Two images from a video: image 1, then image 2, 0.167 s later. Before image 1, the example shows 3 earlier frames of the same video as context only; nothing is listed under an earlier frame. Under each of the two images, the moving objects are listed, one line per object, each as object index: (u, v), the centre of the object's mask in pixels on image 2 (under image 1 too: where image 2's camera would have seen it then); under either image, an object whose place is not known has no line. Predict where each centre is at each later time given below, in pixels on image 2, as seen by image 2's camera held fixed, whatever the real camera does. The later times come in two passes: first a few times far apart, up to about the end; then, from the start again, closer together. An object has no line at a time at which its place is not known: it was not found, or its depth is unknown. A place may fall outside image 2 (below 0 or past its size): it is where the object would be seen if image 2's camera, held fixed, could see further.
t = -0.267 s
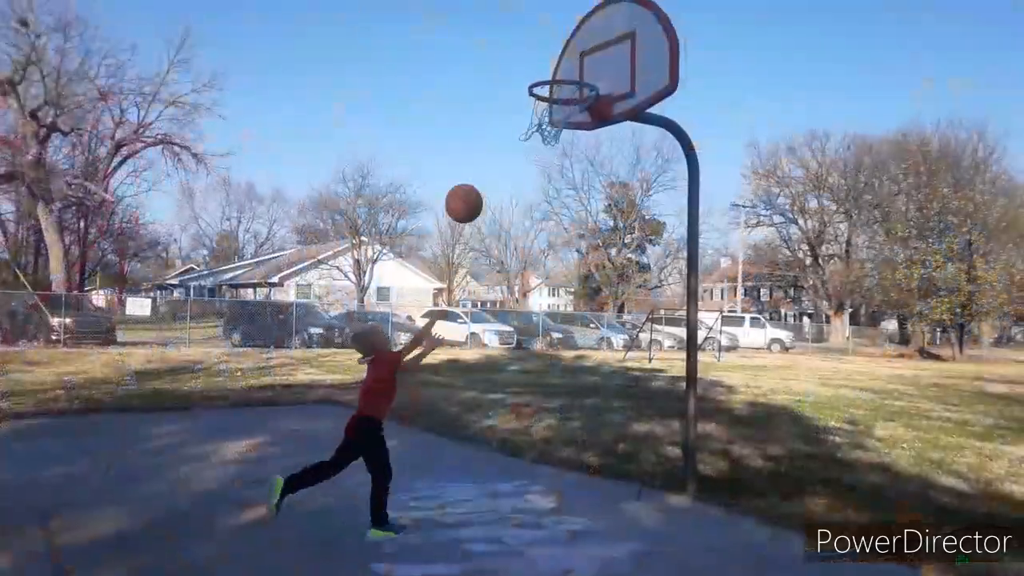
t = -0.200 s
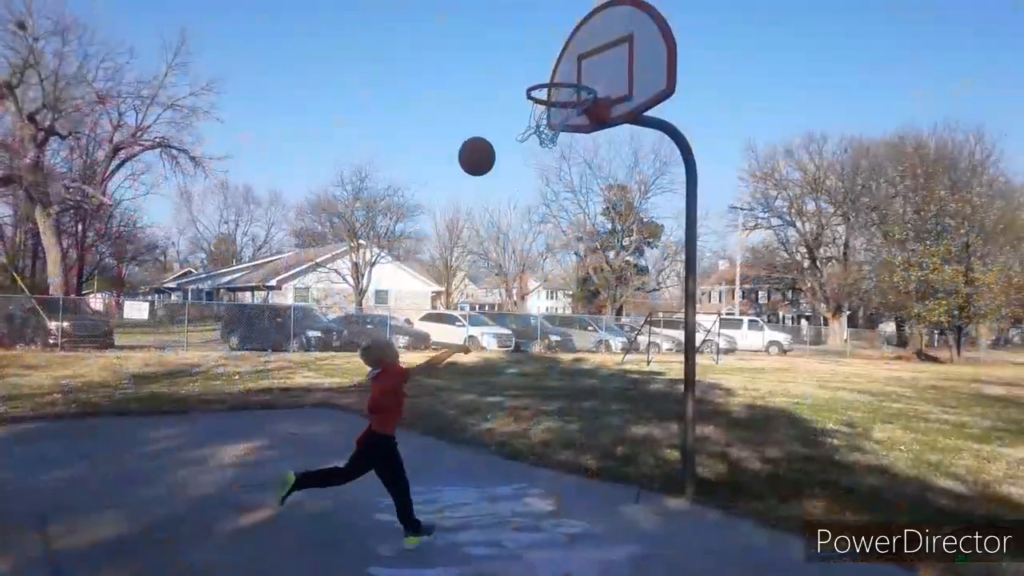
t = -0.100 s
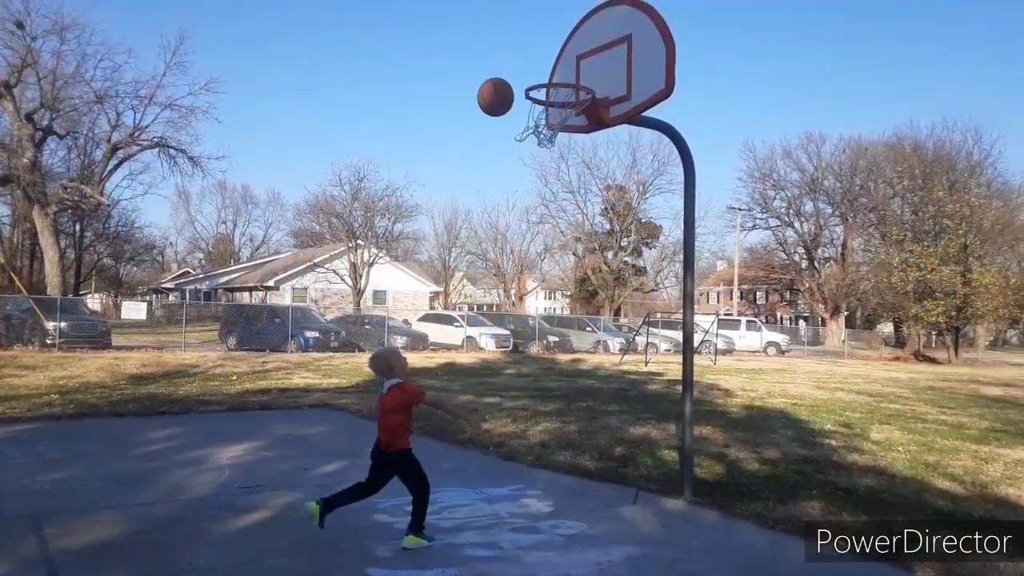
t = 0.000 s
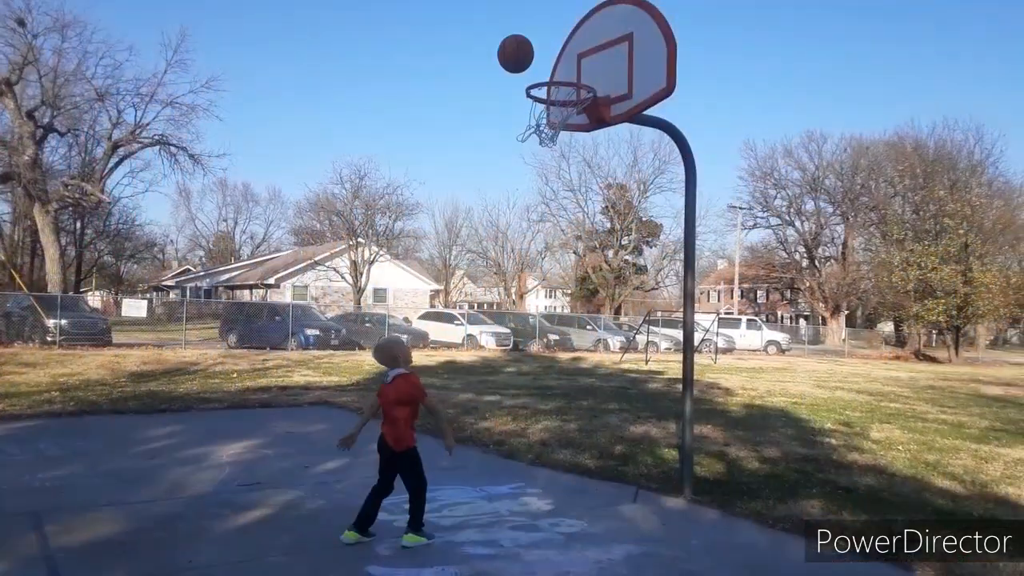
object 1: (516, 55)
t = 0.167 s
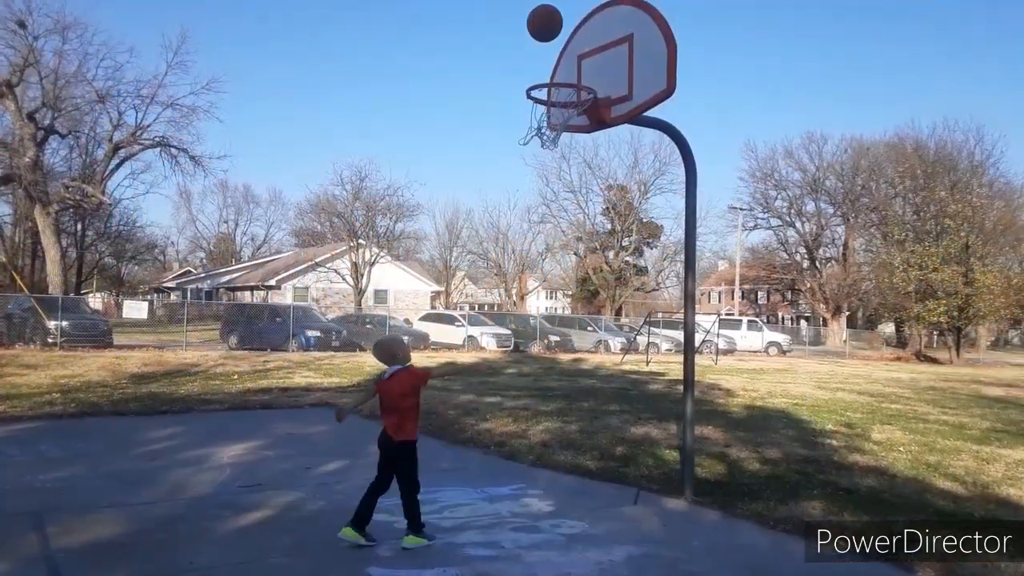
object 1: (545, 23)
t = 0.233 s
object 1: (556, 22)
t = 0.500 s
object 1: (590, 71)
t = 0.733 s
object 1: (575, 58)
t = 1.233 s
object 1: (550, 83)
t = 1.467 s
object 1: (544, 74)
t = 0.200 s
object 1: (550, 22)
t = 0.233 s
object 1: (556, 22)
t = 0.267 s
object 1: (560, 25)
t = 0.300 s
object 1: (565, 29)
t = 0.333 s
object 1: (569, 34)
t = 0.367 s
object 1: (574, 41)
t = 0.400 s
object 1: (579, 49)
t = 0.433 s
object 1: (584, 58)
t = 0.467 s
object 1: (589, 69)
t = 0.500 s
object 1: (590, 71)
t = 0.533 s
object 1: (587, 66)
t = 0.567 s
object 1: (584, 60)
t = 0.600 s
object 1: (582, 58)
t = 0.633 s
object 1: (580, 55)
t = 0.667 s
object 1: (580, 54)
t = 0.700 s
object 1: (577, 55)
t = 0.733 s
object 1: (575, 58)
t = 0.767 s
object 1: (573, 61)
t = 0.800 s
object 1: (571, 67)
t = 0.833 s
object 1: (569, 71)
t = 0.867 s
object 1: (566, 81)
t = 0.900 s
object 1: (565, 81)
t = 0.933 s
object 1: (563, 74)
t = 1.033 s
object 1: (560, 64)
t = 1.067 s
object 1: (558, 63)
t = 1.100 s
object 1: (556, 64)
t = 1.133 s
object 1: (554, 66)
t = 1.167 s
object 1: (553, 69)
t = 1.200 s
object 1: (551, 76)
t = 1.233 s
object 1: (550, 83)
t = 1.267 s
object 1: (548, 81)
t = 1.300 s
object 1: (548, 73)
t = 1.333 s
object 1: (547, 71)
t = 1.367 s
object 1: (547, 70)
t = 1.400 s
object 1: (546, 71)
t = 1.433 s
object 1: (546, 72)
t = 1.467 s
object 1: (544, 74)
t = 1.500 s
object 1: (544, 80)
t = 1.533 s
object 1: (543, 84)
